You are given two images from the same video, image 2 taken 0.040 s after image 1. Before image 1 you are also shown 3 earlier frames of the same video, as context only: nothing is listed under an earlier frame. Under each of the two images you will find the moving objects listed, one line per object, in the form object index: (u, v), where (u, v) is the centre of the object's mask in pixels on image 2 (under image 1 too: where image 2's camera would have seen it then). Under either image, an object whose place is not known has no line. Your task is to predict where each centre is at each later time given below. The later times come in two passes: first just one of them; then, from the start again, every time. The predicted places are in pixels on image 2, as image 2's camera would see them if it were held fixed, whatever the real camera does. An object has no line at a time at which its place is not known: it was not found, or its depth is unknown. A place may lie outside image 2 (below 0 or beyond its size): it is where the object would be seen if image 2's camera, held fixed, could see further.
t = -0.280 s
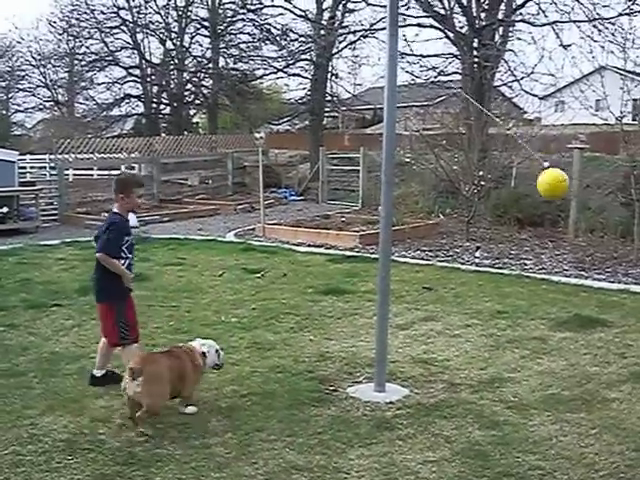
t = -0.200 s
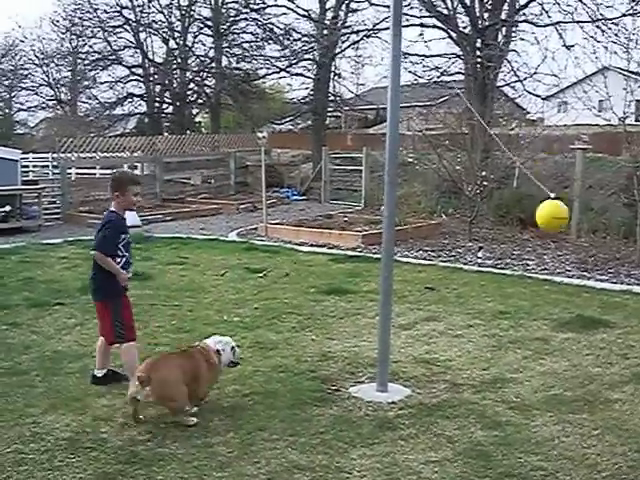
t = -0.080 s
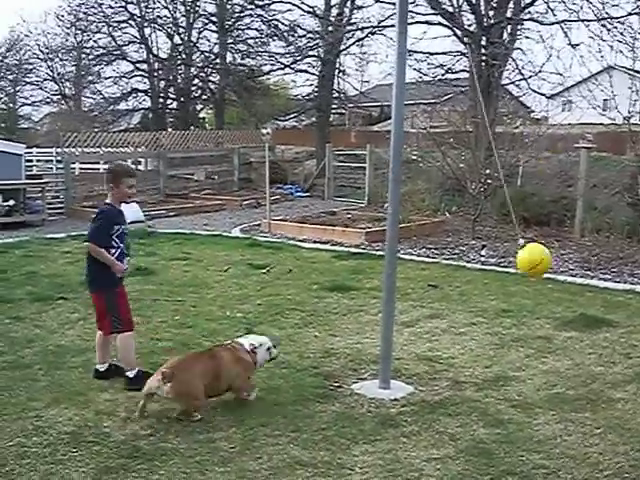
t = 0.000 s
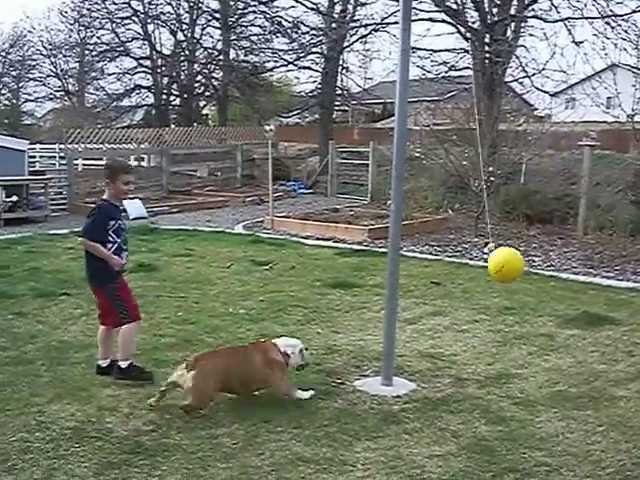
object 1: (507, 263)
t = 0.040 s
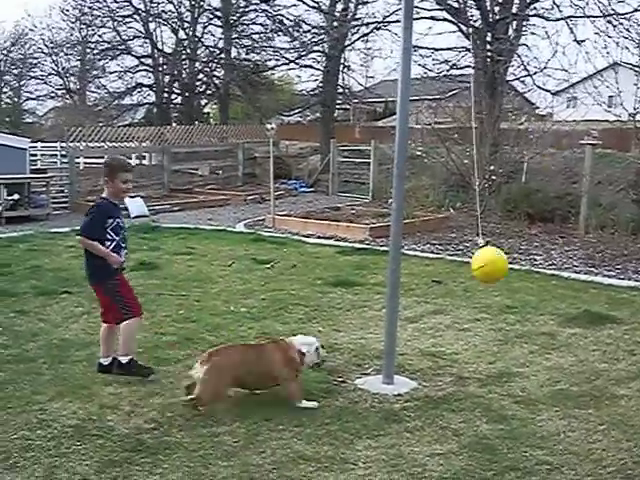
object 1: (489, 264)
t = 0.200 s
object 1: (409, 252)
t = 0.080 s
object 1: (470, 264)
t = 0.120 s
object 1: (451, 261)
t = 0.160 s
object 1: (430, 257)
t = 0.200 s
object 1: (409, 252)
